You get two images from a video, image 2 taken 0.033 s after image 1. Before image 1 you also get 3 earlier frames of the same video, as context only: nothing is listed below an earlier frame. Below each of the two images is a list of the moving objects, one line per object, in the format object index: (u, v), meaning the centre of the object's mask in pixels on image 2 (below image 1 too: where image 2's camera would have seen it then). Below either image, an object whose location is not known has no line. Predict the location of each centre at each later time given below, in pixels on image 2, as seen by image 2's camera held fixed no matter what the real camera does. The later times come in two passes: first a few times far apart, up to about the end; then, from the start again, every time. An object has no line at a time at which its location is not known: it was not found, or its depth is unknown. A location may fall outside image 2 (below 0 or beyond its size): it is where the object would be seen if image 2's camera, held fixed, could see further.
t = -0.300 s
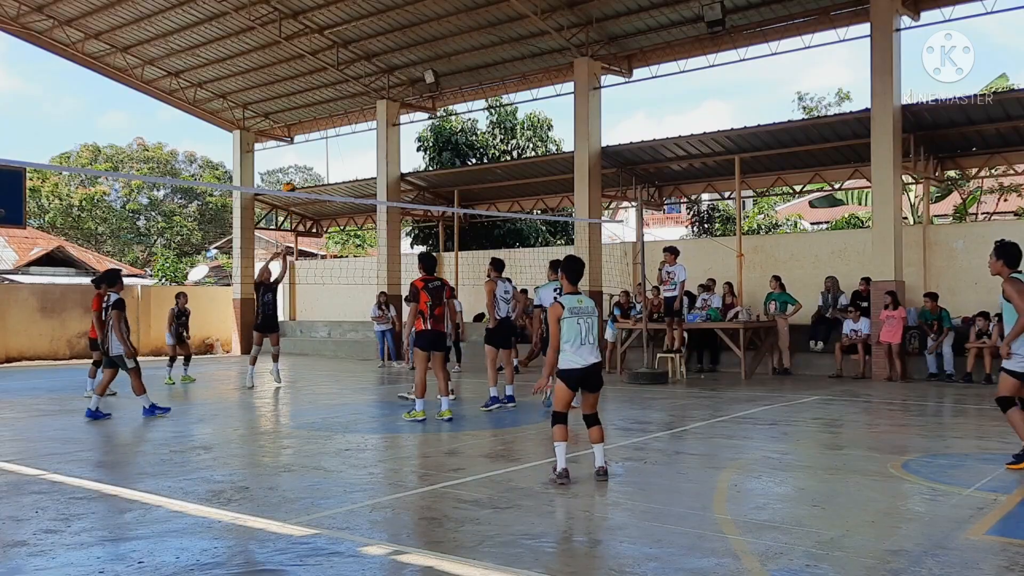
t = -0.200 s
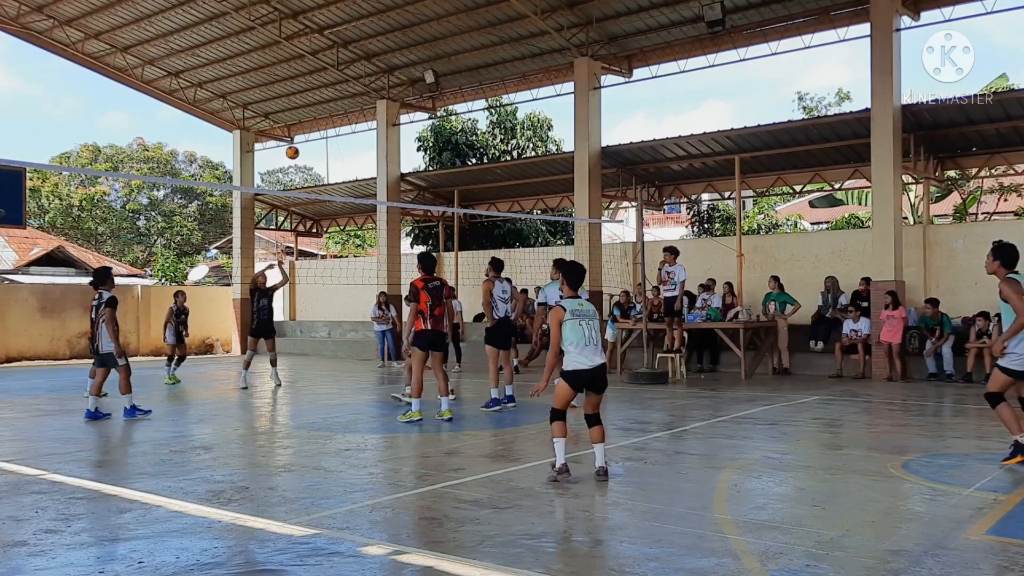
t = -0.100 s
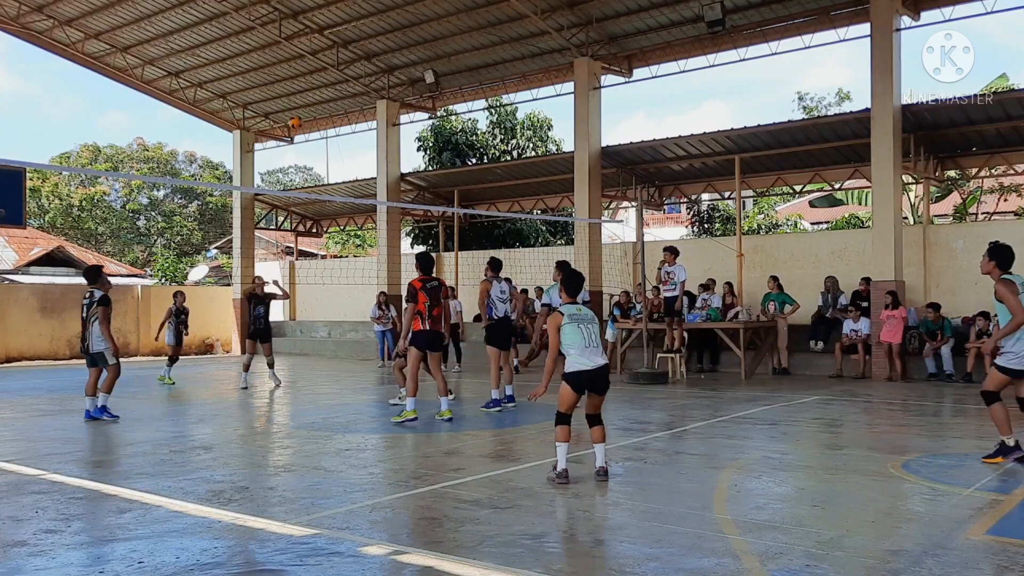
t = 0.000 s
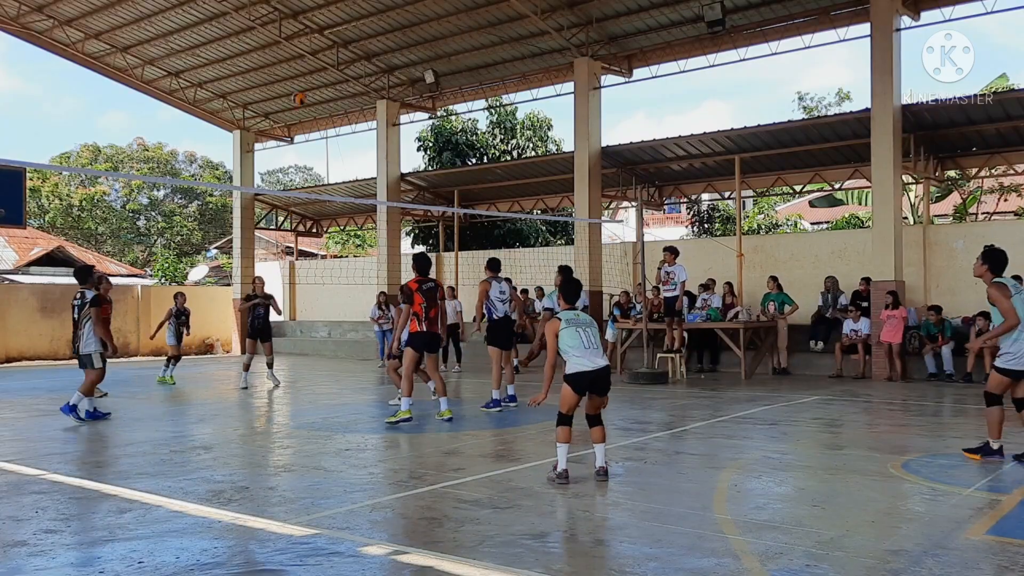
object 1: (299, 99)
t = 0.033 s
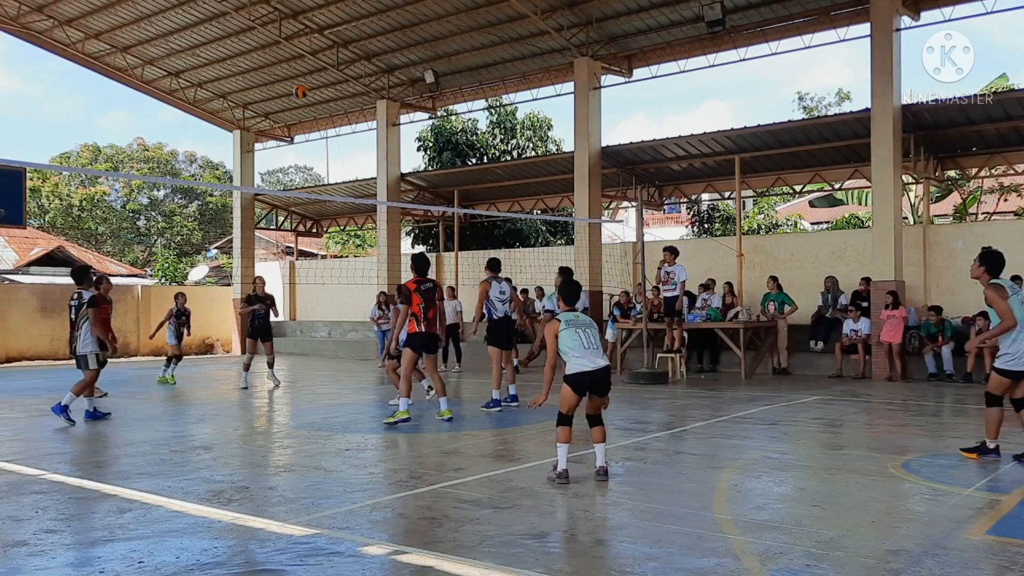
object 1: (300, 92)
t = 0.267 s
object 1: (309, 65)
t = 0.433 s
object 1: (314, 67)
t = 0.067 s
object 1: (301, 85)
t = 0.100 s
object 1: (302, 80)
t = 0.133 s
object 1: (304, 76)
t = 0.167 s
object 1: (305, 73)
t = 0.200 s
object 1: (306, 69)
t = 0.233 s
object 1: (307, 66)
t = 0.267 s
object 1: (309, 65)
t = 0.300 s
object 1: (310, 64)
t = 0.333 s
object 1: (311, 63)
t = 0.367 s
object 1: (312, 64)
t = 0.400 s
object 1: (313, 65)
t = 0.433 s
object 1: (314, 67)
